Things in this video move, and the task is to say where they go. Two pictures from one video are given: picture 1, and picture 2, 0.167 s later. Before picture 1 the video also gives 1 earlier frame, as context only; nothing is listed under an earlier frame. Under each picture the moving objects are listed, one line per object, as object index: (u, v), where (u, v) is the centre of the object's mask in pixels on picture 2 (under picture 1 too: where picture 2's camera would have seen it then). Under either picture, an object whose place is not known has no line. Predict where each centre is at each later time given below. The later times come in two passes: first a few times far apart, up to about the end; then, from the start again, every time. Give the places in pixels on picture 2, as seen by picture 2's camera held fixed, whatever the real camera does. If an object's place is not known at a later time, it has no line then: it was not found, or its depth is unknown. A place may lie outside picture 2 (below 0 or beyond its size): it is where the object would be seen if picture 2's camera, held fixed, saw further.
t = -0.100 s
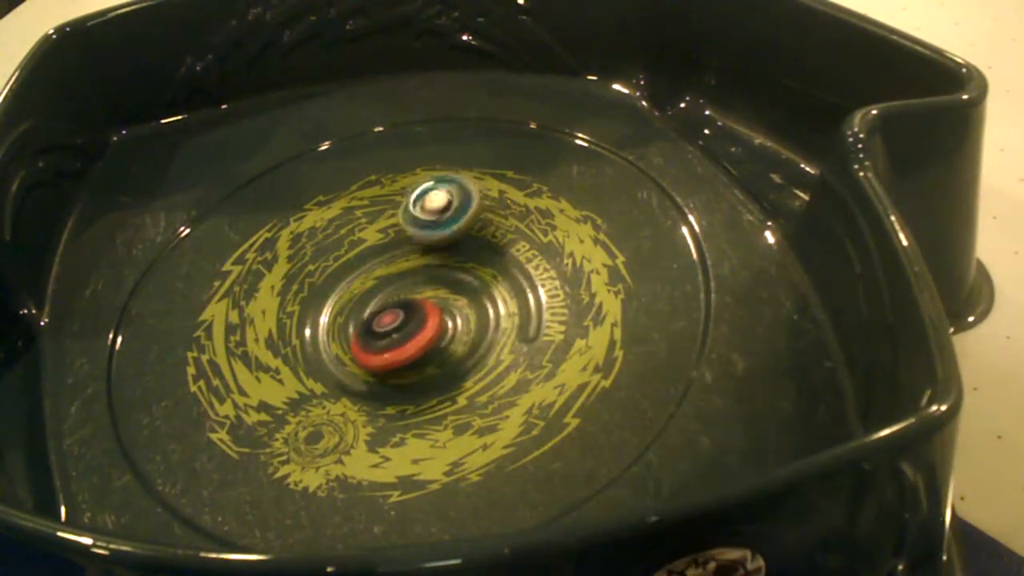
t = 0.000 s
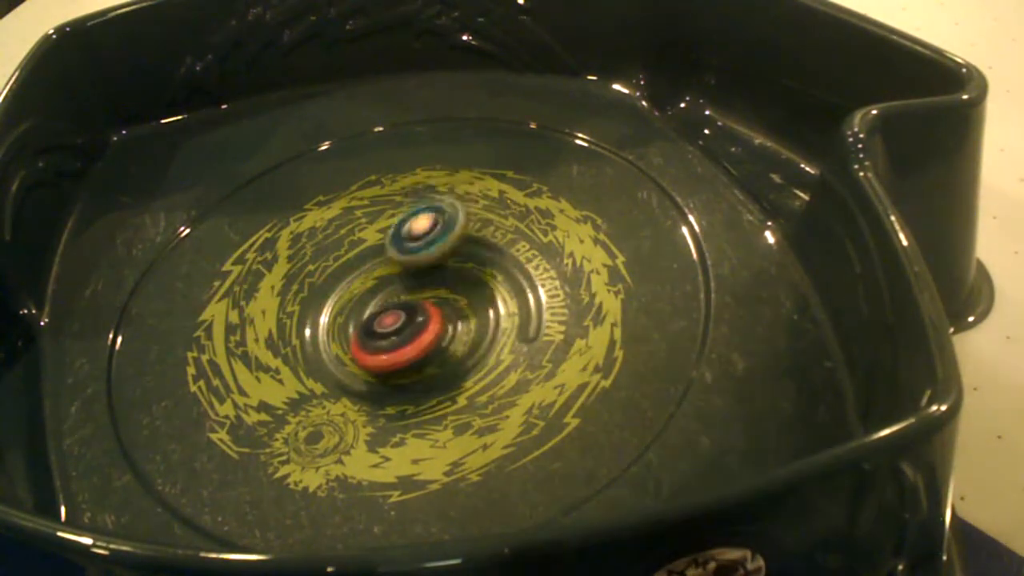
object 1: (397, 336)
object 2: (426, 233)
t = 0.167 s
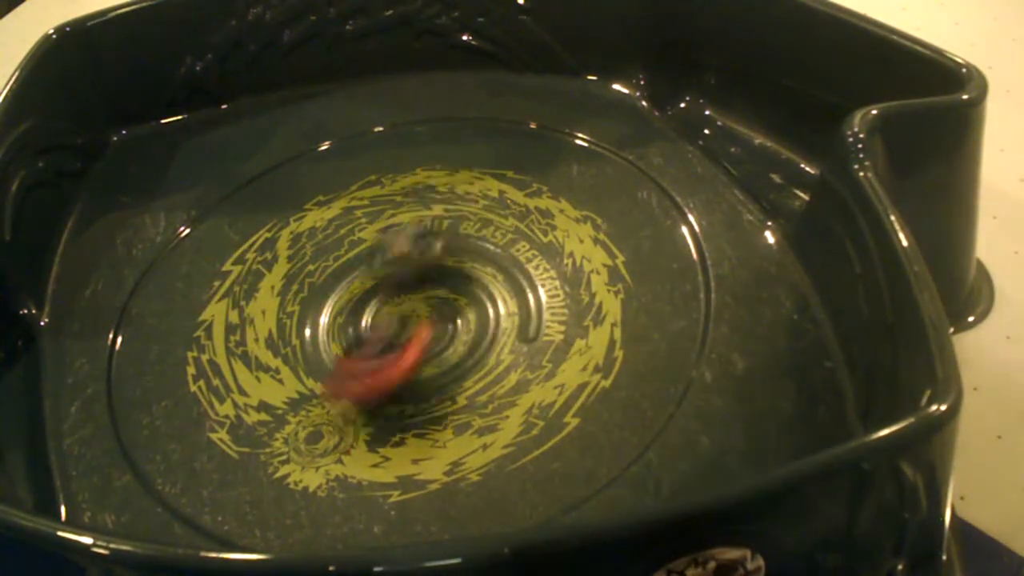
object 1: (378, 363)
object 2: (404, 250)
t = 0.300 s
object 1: (277, 517)
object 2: (433, 142)
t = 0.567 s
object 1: (316, 466)
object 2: (428, 128)
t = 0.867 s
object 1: (326, 335)
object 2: (415, 165)
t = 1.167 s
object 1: (308, 230)
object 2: (451, 277)
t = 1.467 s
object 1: (345, 143)
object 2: (483, 269)
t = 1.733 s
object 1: (413, 117)
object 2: (478, 275)
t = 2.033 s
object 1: (501, 143)
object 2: (443, 268)
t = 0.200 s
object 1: (346, 411)
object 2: (415, 209)
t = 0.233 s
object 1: (320, 458)
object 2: (422, 176)
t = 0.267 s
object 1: (291, 495)
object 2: (429, 154)
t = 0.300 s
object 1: (277, 517)
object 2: (433, 142)
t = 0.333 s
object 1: (274, 518)
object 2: (431, 137)
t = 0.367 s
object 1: (274, 519)
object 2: (431, 131)
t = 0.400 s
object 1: (279, 520)
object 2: (433, 131)
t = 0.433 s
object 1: (288, 518)
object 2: (433, 129)
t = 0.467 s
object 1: (296, 509)
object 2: (428, 130)
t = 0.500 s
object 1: (304, 496)
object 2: (425, 128)
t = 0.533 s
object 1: (311, 481)
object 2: (425, 126)
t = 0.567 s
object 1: (316, 466)
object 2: (428, 128)
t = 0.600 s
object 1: (319, 452)
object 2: (431, 130)
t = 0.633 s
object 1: (321, 437)
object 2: (432, 133)
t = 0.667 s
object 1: (322, 420)
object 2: (433, 135)
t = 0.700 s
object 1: (323, 406)
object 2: (431, 139)
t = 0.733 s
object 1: (322, 391)
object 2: (431, 144)
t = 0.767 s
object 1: (323, 376)
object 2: (429, 149)
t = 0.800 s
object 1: (323, 362)
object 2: (424, 152)
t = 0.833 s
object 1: (324, 348)
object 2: (419, 157)
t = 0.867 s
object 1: (326, 335)
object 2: (415, 165)
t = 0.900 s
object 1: (327, 318)
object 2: (409, 172)
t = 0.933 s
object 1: (324, 305)
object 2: (403, 181)
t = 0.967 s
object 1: (318, 292)
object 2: (398, 191)
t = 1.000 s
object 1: (314, 280)
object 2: (396, 209)
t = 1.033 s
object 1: (312, 270)
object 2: (397, 229)
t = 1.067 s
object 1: (310, 261)
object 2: (402, 244)
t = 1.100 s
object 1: (309, 250)
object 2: (414, 262)
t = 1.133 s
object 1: (308, 241)
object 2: (430, 273)
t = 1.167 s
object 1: (308, 230)
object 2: (451, 277)
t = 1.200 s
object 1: (308, 219)
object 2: (464, 279)
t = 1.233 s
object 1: (310, 209)
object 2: (472, 279)
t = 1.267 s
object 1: (313, 198)
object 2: (476, 278)
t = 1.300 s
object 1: (317, 187)
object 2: (479, 275)
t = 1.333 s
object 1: (320, 179)
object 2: (480, 274)
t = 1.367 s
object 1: (326, 170)
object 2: (481, 272)
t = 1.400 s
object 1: (332, 161)
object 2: (482, 270)
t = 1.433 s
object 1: (338, 152)
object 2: (482, 269)
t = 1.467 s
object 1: (345, 143)
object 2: (483, 269)
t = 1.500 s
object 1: (352, 137)
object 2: (484, 267)
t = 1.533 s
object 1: (360, 130)
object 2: (484, 267)
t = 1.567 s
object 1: (369, 125)
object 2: (484, 267)
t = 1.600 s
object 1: (378, 119)
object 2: (483, 268)
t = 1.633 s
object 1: (387, 115)
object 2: (482, 270)
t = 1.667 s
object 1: (395, 115)
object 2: (481, 271)
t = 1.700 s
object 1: (404, 115)
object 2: (479, 273)
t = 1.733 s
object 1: (413, 117)
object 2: (478, 275)
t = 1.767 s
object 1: (423, 118)
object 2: (473, 278)
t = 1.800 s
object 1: (433, 119)
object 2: (467, 282)
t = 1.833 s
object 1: (443, 120)
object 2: (460, 282)
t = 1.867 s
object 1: (454, 122)
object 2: (453, 281)
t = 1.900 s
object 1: (464, 125)
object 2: (449, 279)
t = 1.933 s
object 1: (474, 128)
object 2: (445, 278)
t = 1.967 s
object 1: (483, 132)
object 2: (444, 274)
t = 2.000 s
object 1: (493, 137)
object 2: (443, 271)
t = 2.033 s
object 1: (501, 143)
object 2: (443, 268)
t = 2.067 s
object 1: (508, 150)
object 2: (445, 266)
